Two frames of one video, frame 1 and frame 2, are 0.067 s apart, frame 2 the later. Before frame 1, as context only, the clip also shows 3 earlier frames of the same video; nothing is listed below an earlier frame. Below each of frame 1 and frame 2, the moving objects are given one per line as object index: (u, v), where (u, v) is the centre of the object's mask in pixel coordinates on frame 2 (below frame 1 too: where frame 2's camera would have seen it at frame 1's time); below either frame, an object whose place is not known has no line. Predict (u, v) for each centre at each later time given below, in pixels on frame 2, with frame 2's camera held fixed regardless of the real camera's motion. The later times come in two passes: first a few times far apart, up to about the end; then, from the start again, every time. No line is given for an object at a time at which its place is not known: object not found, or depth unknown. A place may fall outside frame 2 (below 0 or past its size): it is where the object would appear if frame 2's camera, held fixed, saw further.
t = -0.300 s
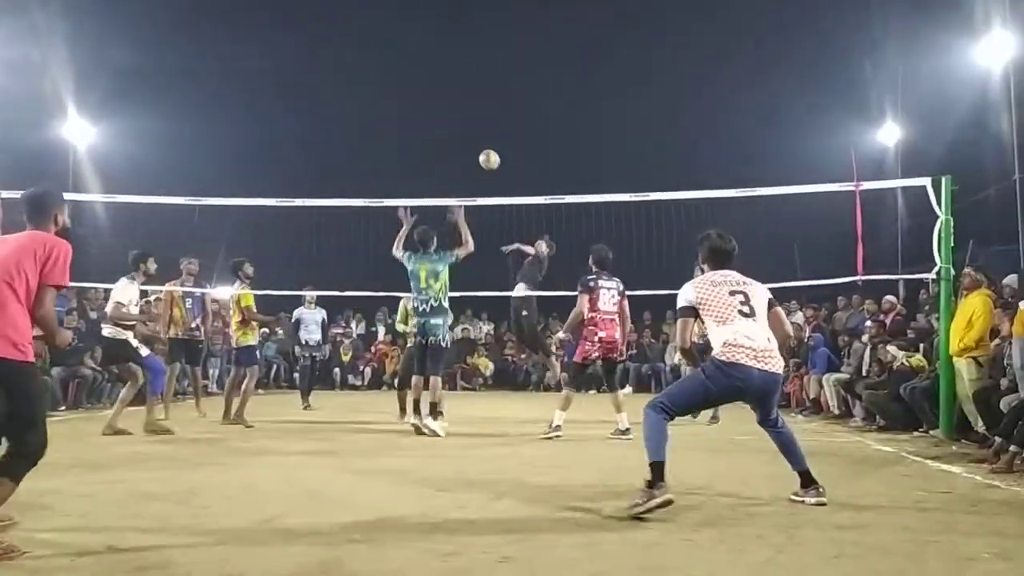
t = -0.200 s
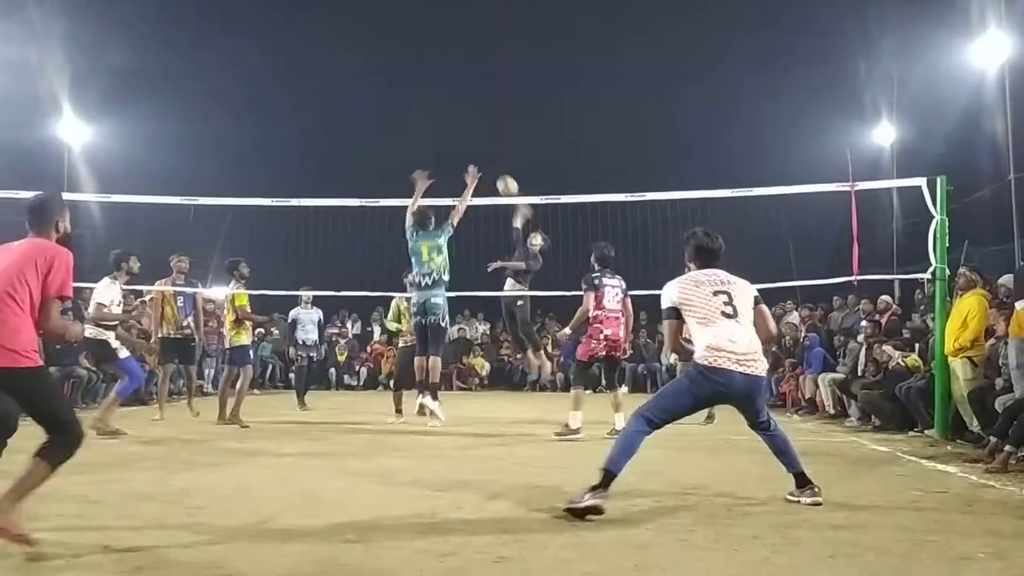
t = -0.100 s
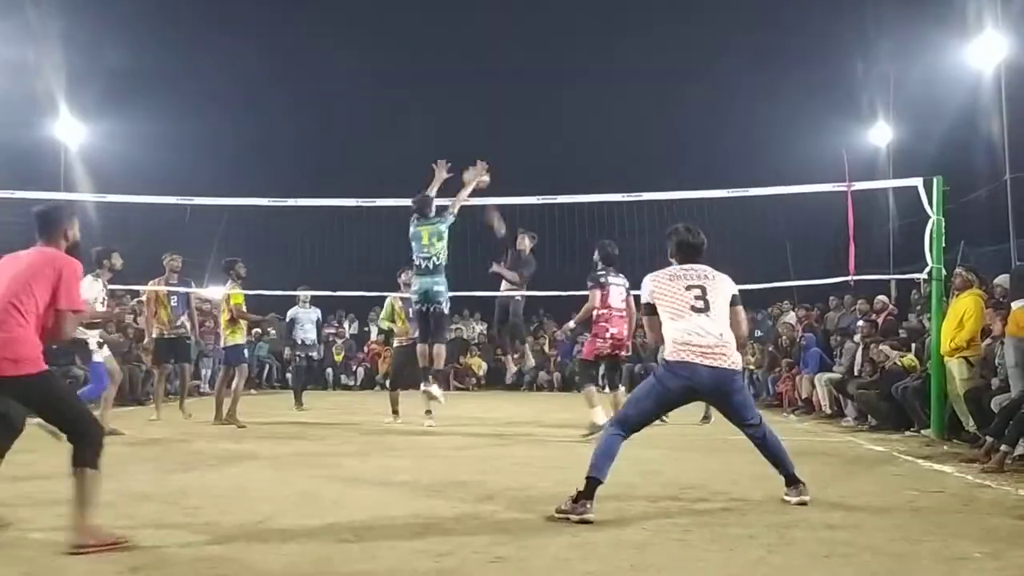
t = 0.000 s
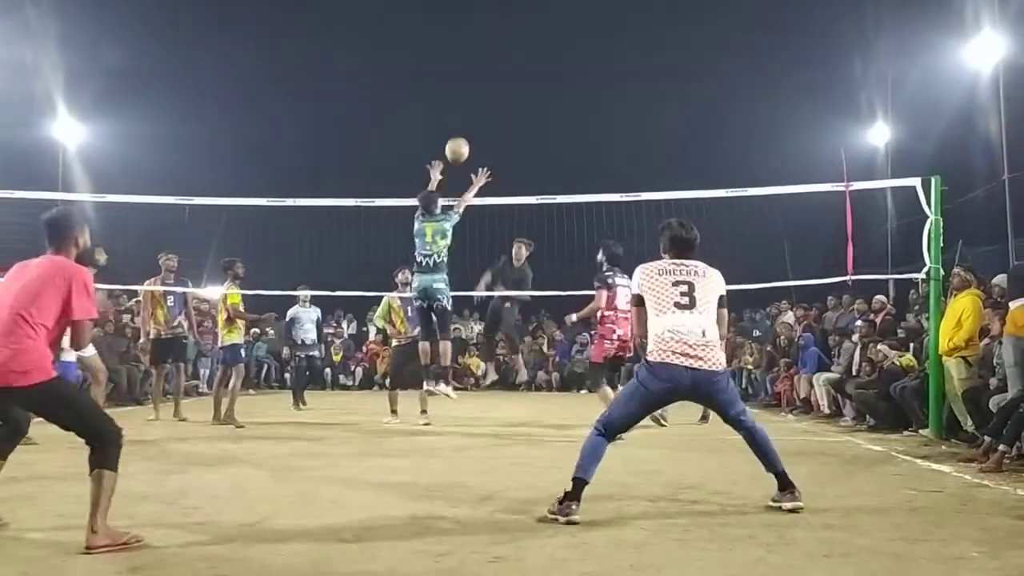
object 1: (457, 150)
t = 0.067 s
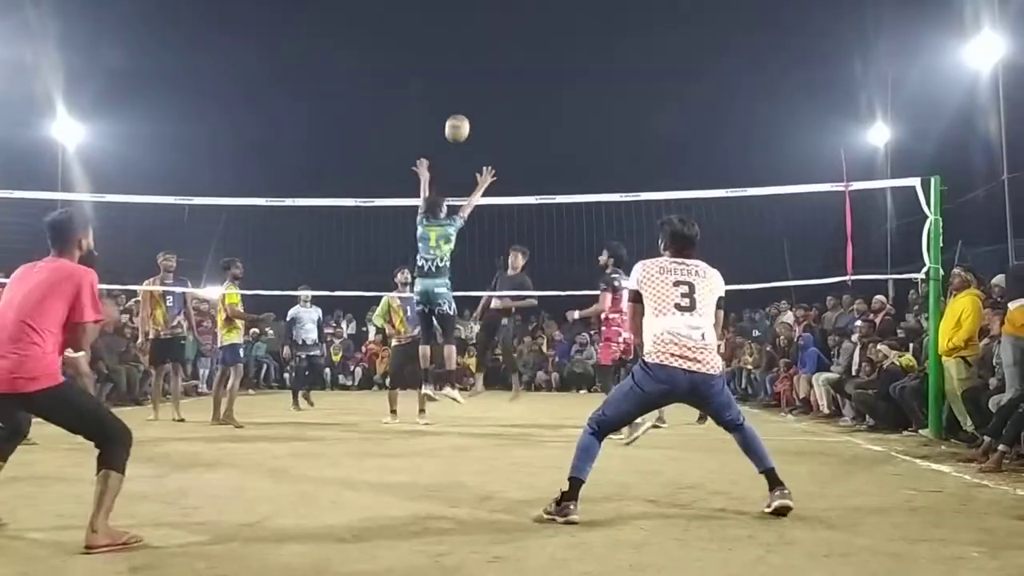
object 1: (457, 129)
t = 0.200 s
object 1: (458, 95)
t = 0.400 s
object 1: (454, 78)
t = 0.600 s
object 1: (441, 126)
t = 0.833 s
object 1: (405, 336)
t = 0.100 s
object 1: (458, 118)
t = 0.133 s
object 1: (457, 110)
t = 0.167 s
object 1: (457, 103)
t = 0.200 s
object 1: (458, 95)
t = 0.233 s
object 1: (458, 89)
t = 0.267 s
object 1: (457, 84)
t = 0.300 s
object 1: (457, 80)
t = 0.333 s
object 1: (456, 78)
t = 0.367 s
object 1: (455, 77)
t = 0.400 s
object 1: (454, 78)
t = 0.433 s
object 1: (453, 80)
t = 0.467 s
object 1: (451, 85)
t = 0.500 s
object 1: (449, 91)
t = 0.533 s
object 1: (447, 100)
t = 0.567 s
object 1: (445, 110)
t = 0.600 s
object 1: (441, 126)
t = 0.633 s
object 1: (438, 143)
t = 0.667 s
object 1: (434, 164)
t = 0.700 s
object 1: (430, 188)
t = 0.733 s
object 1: (424, 215)
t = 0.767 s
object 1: (419, 245)
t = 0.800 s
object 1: (412, 284)
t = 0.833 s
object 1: (405, 336)
